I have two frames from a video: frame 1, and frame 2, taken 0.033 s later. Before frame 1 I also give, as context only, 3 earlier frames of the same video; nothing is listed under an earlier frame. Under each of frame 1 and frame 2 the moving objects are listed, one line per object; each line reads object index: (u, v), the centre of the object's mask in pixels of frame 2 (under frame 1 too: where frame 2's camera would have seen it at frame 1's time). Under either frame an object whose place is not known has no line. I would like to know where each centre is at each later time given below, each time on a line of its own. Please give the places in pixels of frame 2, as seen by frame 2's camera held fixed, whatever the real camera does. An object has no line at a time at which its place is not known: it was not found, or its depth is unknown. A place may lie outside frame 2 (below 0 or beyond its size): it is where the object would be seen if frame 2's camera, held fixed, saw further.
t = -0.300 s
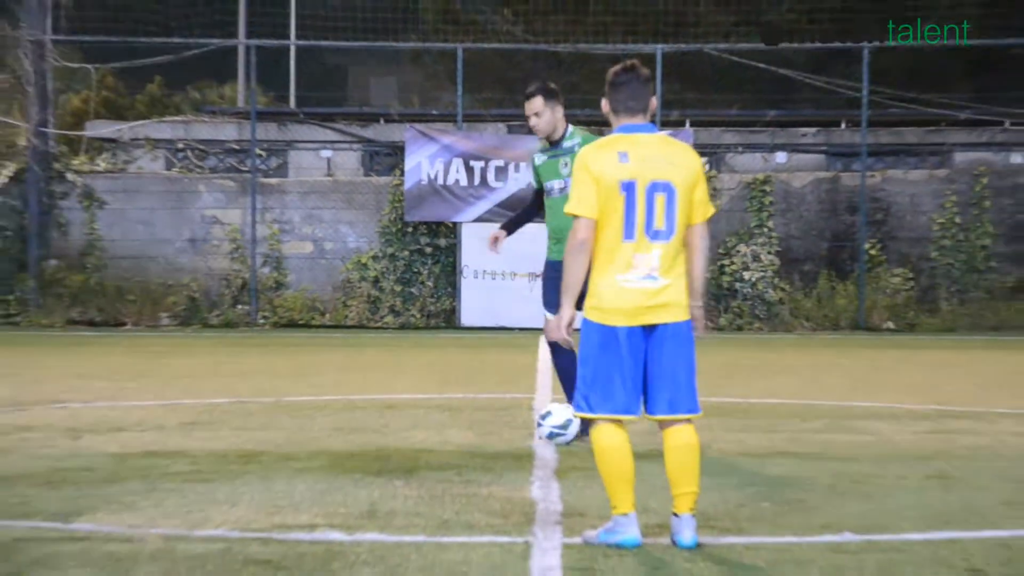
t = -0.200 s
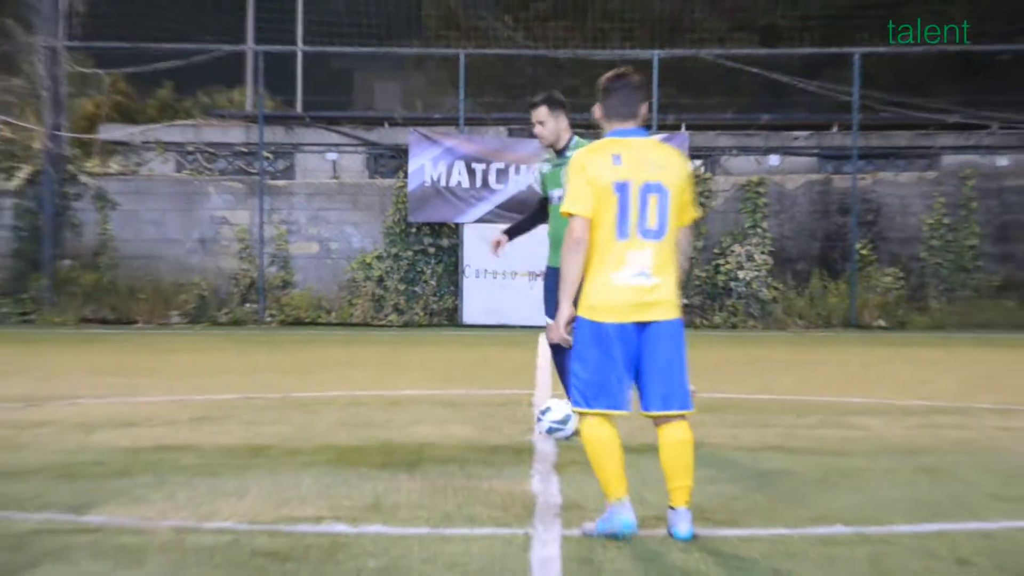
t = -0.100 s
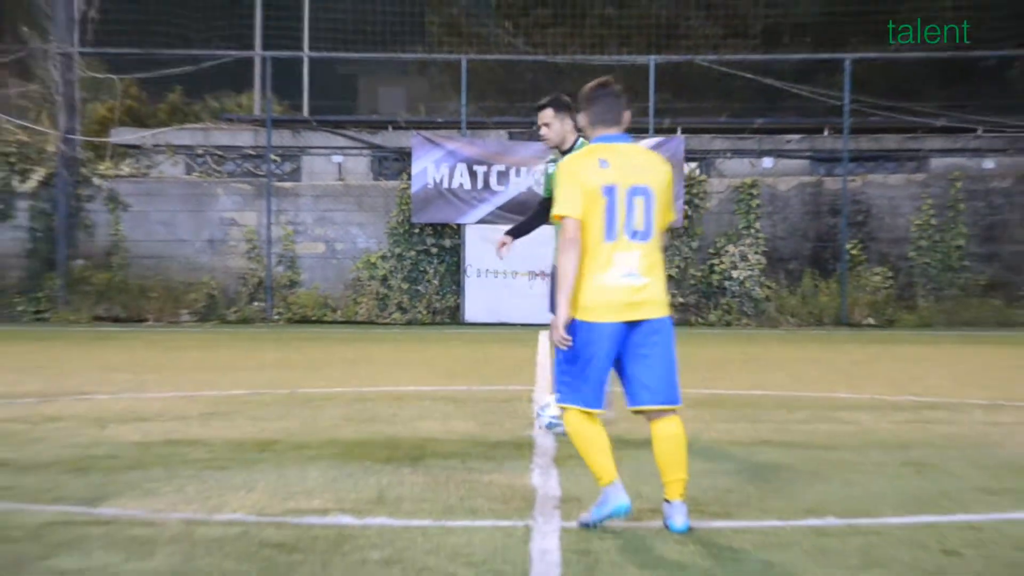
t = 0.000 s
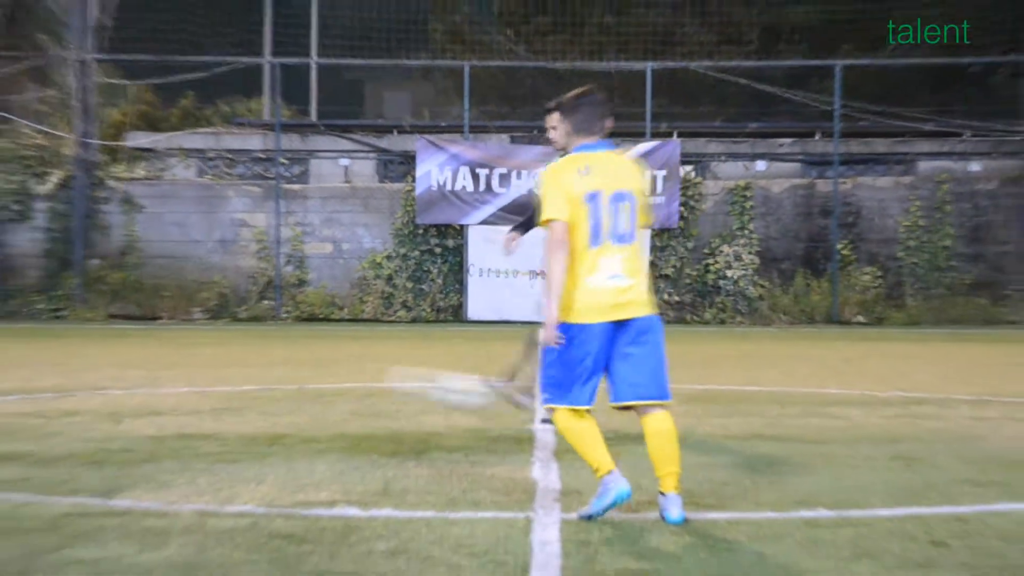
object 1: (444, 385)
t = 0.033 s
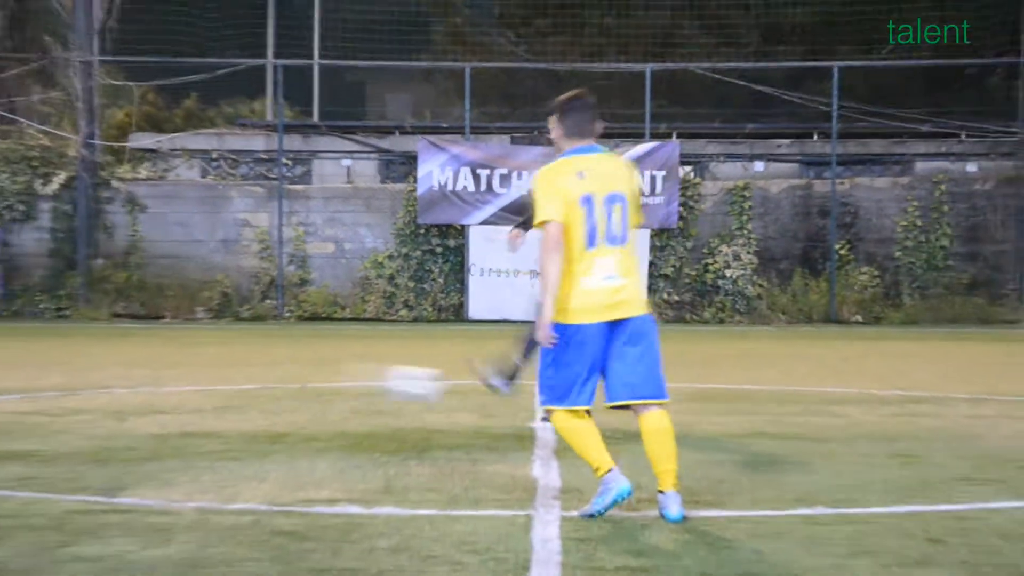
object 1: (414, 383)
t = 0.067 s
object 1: (365, 380)
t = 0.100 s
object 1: (317, 380)
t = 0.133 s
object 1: (268, 382)
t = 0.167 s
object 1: (243, 384)
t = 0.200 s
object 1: (198, 391)
